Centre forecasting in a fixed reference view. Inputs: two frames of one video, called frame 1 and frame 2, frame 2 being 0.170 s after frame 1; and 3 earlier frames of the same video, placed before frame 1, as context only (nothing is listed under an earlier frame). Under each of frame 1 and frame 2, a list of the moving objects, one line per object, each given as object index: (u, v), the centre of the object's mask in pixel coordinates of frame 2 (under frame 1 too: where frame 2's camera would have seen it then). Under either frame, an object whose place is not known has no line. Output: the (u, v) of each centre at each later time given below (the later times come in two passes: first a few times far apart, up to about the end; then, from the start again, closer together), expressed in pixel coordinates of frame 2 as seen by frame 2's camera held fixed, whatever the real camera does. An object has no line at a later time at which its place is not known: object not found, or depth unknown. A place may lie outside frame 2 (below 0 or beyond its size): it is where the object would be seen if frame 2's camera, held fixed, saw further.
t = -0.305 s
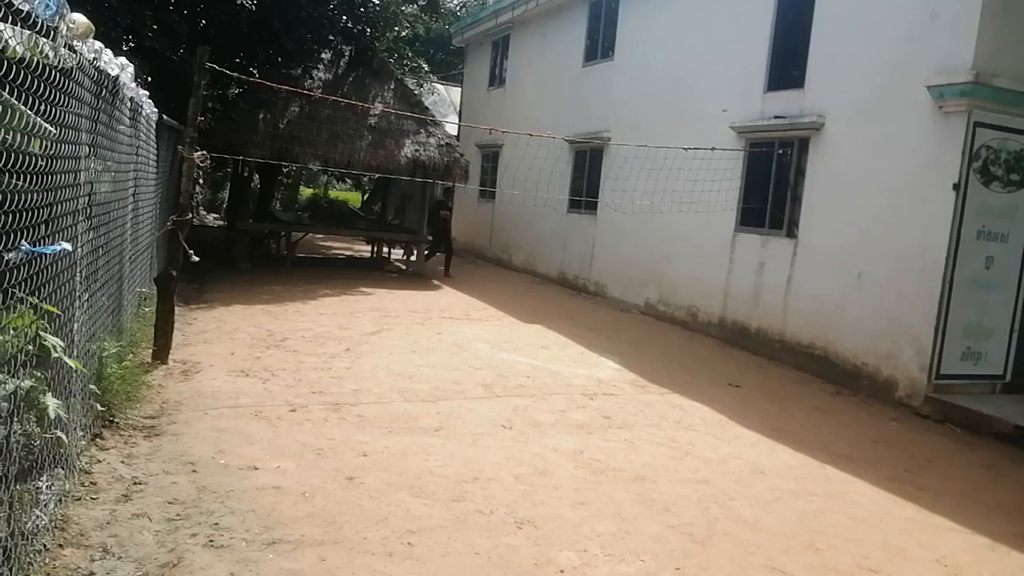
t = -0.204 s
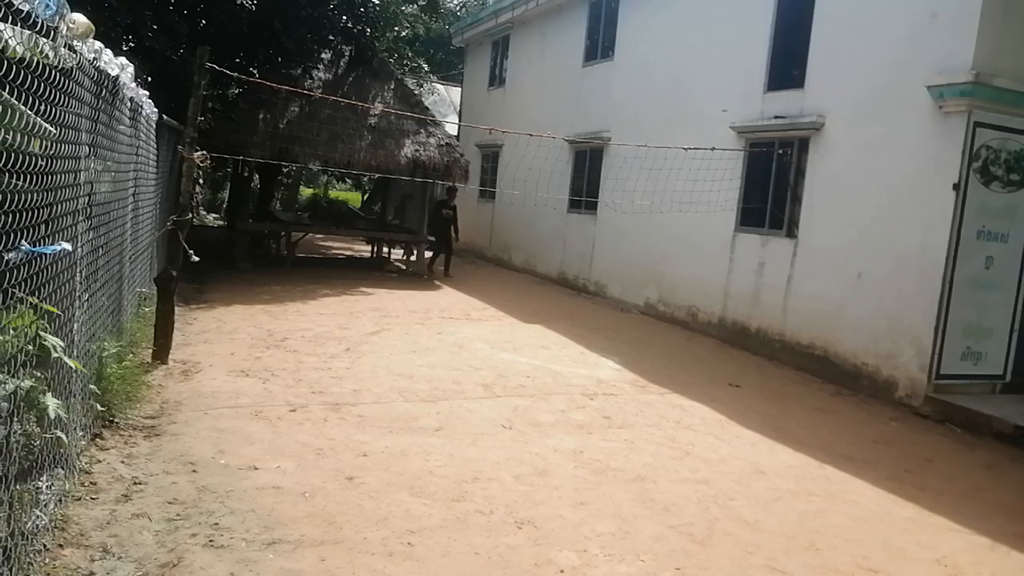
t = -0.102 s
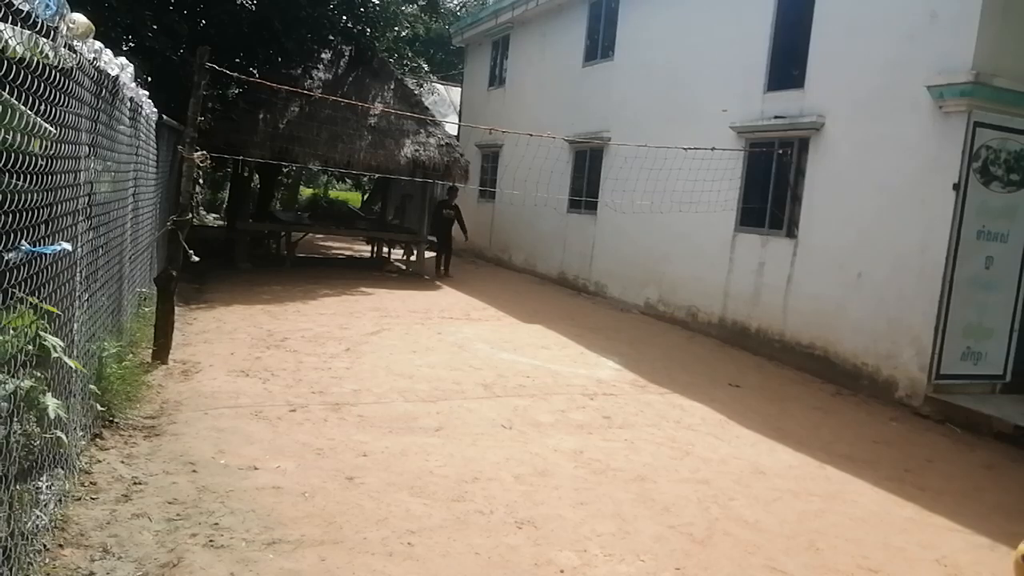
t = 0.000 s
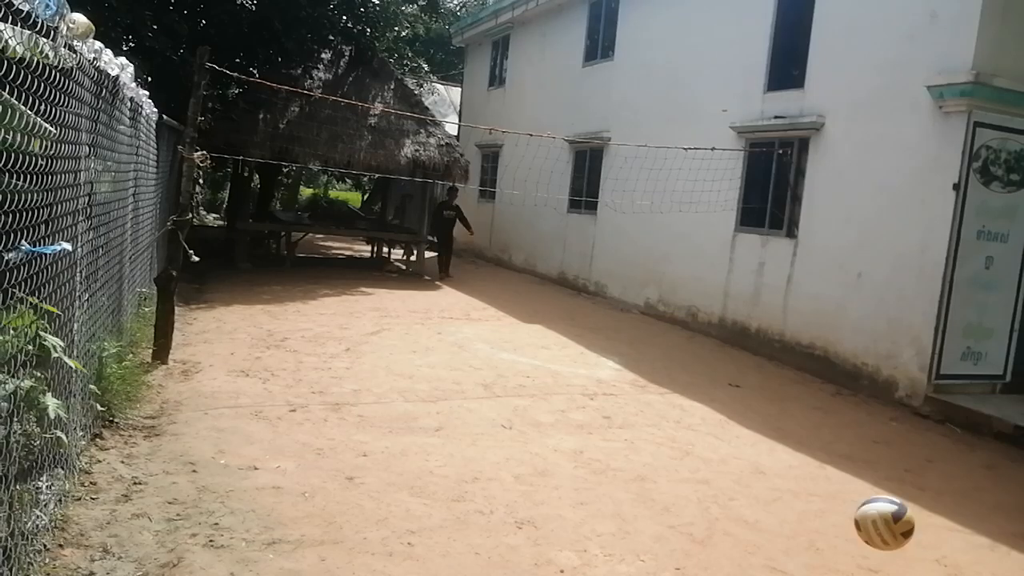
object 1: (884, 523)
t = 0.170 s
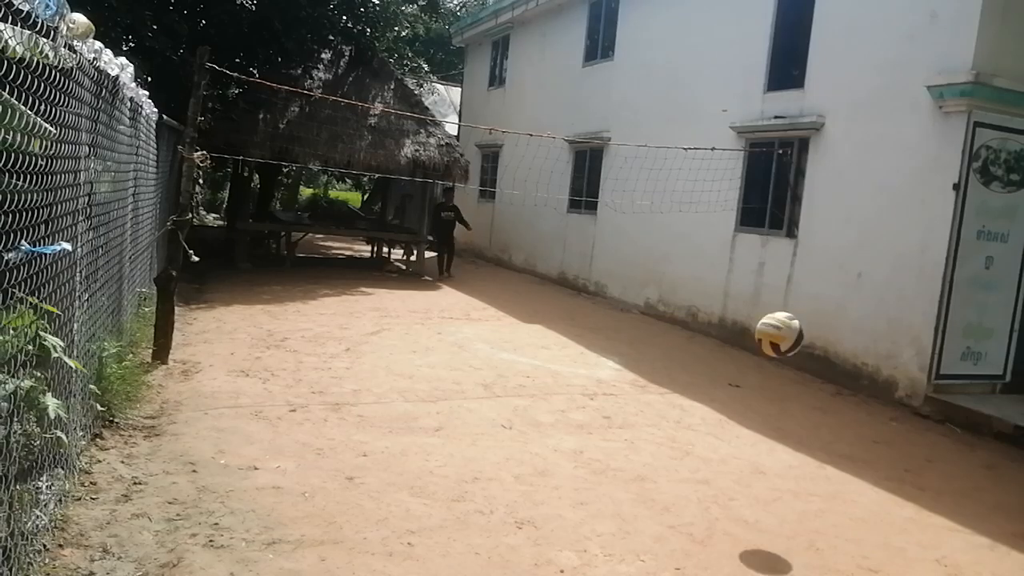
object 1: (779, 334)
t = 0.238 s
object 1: (744, 291)
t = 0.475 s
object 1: (643, 237)
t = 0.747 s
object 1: (559, 292)
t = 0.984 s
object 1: (512, 314)
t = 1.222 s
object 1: (488, 247)
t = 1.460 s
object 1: (463, 246)
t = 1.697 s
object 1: (437, 294)
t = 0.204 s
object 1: (762, 310)
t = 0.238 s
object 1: (744, 291)
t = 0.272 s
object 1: (728, 275)
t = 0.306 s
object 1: (711, 262)
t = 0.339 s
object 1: (697, 252)
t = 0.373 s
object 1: (683, 245)
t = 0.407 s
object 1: (669, 240)
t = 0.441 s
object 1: (655, 237)
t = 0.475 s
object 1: (643, 237)
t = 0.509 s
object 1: (631, 239)
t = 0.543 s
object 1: (620, 242)
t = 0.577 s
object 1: (608, 247)
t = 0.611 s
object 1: (598, 254)
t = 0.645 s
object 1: (587, 263)
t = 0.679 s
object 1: (577, 272)
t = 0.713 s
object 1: (568, 282)
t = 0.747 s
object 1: (559, 292)
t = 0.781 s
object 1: (550, 305)
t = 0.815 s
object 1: (541, 319)
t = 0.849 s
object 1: (533, 333)
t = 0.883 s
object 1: (524, 348)
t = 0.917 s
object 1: (519, 348)
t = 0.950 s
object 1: (515, 330)
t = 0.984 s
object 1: (512, 314)
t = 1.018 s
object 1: (509, 298)
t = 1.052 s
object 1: (506, 286)
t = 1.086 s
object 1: (502, 275)
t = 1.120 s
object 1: (499, 266)
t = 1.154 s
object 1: (495, 258)
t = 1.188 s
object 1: (492, 252)
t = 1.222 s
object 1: (488, 247)
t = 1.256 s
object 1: (484, 243)
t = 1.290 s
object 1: (481, 240)
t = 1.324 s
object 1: (478, 239)
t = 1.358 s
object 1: (474, 239)
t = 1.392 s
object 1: (470, 241)
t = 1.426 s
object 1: (466, 242)
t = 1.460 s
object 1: (463, 246)
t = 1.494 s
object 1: (459, 250)
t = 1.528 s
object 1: (455, 255)
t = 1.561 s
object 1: (452, 261)
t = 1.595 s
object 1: (448, 268)
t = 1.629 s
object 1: (444, 276)
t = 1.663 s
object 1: (441, 285)
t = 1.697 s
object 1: (437, 294)
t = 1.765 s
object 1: (432, 293)
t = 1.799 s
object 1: (431, 283)
